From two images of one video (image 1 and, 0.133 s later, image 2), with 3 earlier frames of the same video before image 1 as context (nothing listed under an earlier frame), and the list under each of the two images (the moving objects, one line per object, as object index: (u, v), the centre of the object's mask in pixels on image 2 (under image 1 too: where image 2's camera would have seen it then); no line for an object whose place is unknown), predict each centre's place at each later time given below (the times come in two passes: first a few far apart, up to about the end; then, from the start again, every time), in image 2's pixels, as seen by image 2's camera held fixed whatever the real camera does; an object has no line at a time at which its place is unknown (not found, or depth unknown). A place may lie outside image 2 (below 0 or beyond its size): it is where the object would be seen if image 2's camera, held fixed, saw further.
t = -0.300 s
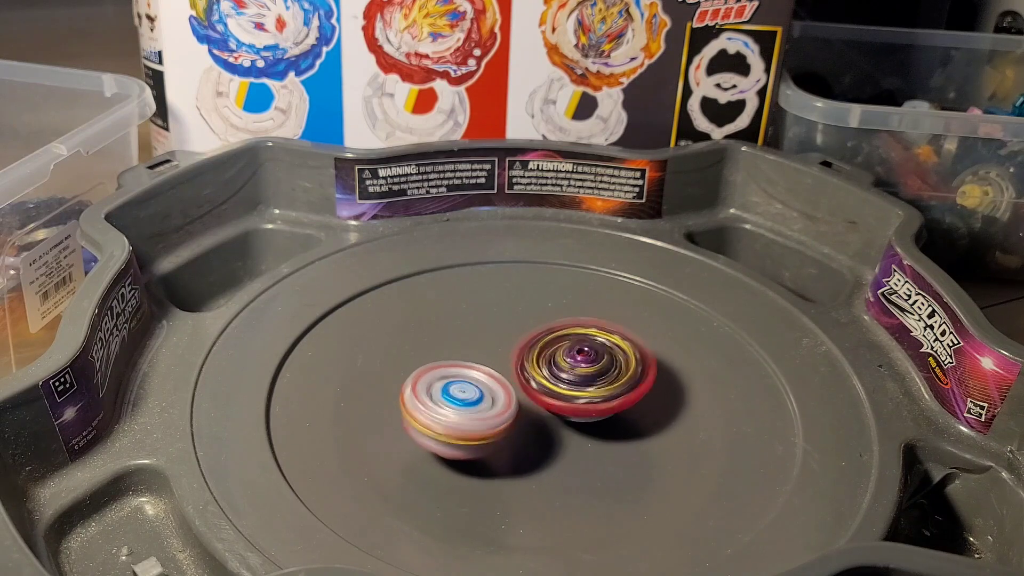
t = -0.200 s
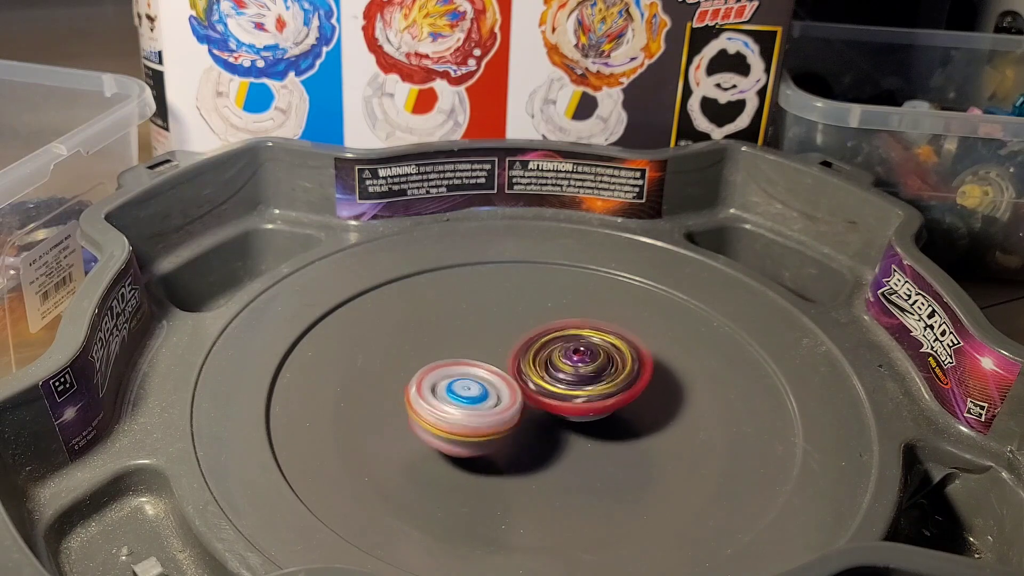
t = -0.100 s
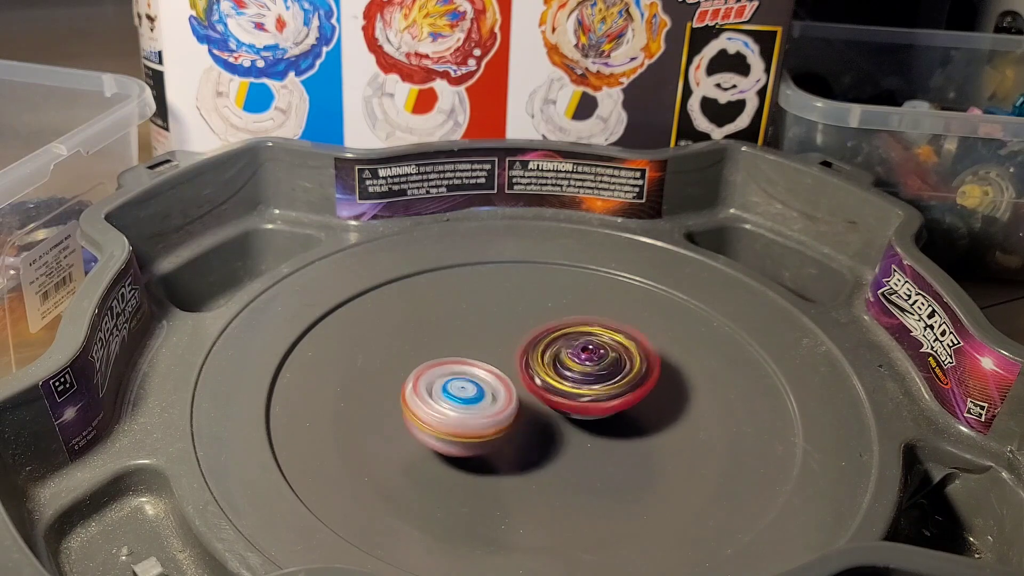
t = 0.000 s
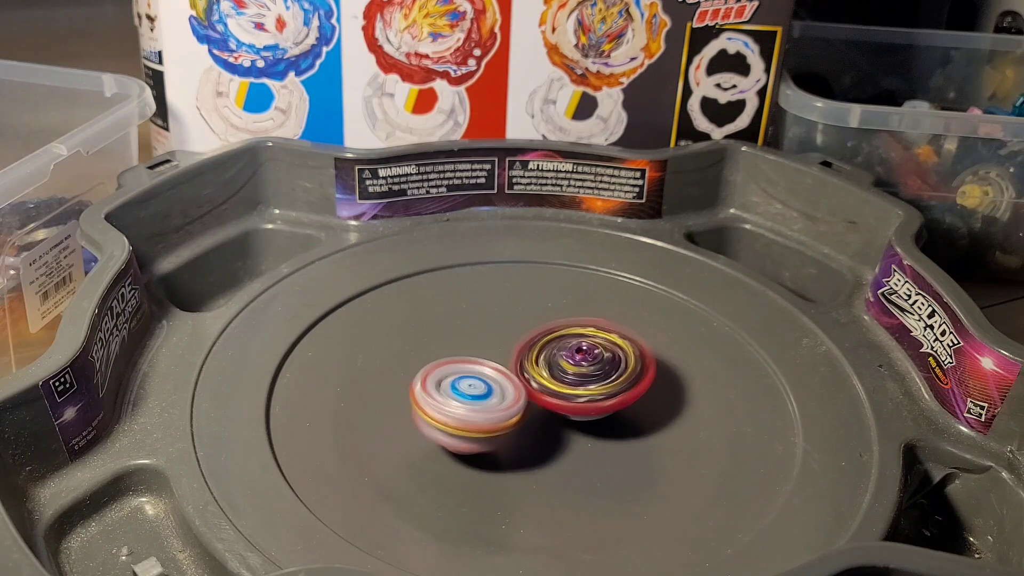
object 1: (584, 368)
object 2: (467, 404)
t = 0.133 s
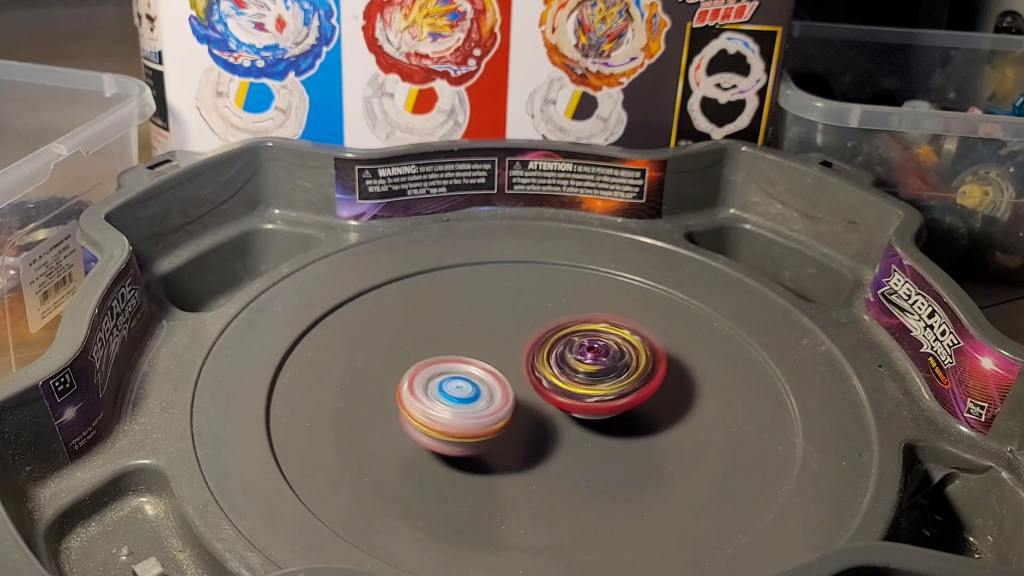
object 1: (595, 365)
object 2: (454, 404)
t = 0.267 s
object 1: (588, 366)
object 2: (466, 402)
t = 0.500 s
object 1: (584, 365)
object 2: (468, 402)
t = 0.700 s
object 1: (593, 364)
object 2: (470, 402)
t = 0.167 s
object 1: (592, 366)
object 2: (459, 404)
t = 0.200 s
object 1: (590, 366)
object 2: (464, 403)
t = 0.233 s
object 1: (588, 367)
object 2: (468, 402)
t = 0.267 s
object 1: (588, 366)
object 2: (466, 402)
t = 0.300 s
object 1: (591, 365)
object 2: (461, 402)
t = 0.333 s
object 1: (591, 365)
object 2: (460, 403)
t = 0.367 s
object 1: (590, 365)
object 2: (460, 403)
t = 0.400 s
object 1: (588, 365)
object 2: (461, 402)
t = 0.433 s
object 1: (586, 366)
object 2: (463, 402)
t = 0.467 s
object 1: (584, 366)
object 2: (467, 402)
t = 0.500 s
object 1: (584, 365)
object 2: (468, 402)
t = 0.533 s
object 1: (585, 365)
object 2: (469, 402)
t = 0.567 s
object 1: (586, 365)
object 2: (470, 402)
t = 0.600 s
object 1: (589, 365)
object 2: (469, 403)
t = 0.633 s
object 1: (591, 365)
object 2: (470, 402)
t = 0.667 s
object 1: (590, 365)
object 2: (473, 402)
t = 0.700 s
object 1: (593, 364)
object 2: (470, 402)
